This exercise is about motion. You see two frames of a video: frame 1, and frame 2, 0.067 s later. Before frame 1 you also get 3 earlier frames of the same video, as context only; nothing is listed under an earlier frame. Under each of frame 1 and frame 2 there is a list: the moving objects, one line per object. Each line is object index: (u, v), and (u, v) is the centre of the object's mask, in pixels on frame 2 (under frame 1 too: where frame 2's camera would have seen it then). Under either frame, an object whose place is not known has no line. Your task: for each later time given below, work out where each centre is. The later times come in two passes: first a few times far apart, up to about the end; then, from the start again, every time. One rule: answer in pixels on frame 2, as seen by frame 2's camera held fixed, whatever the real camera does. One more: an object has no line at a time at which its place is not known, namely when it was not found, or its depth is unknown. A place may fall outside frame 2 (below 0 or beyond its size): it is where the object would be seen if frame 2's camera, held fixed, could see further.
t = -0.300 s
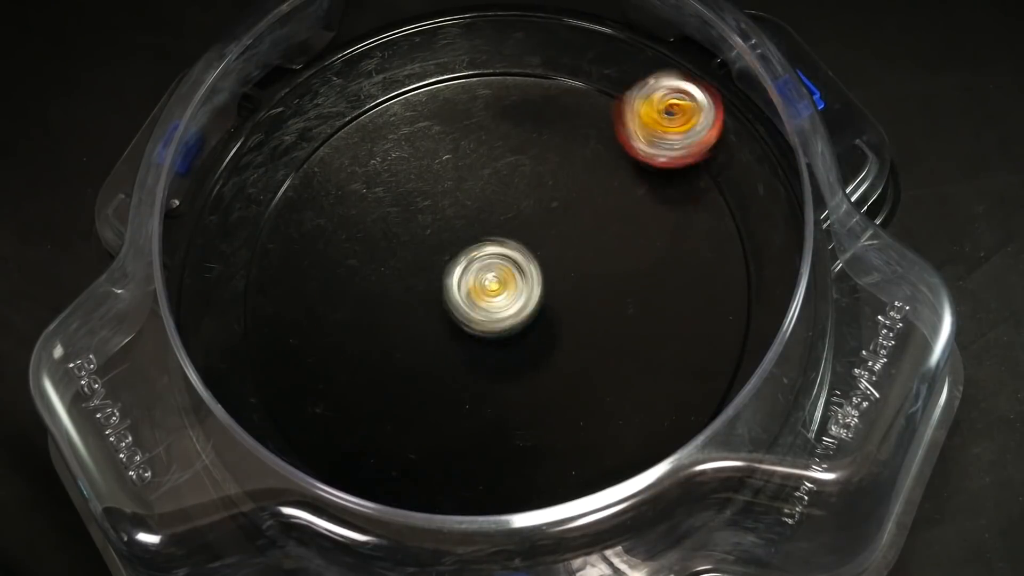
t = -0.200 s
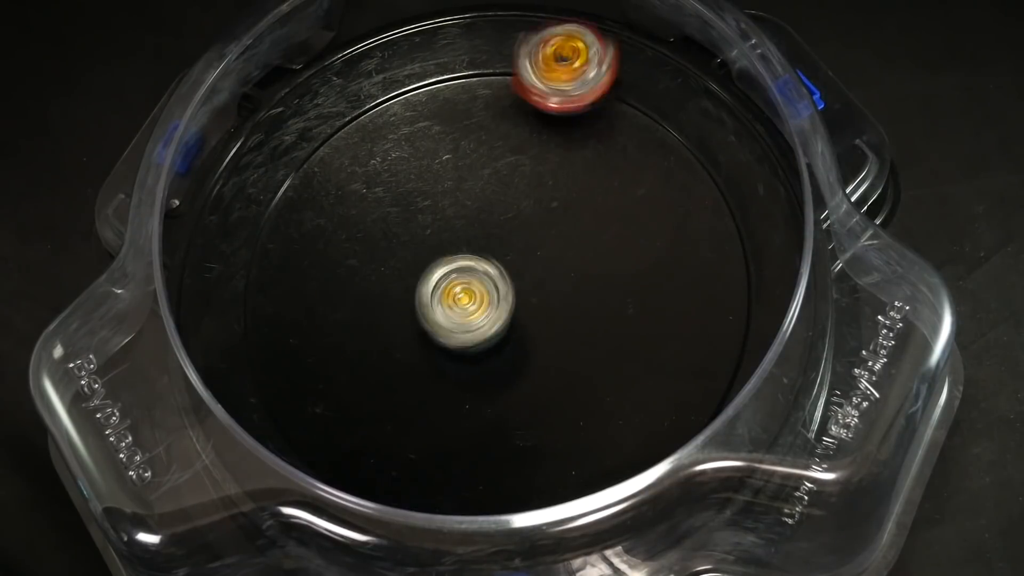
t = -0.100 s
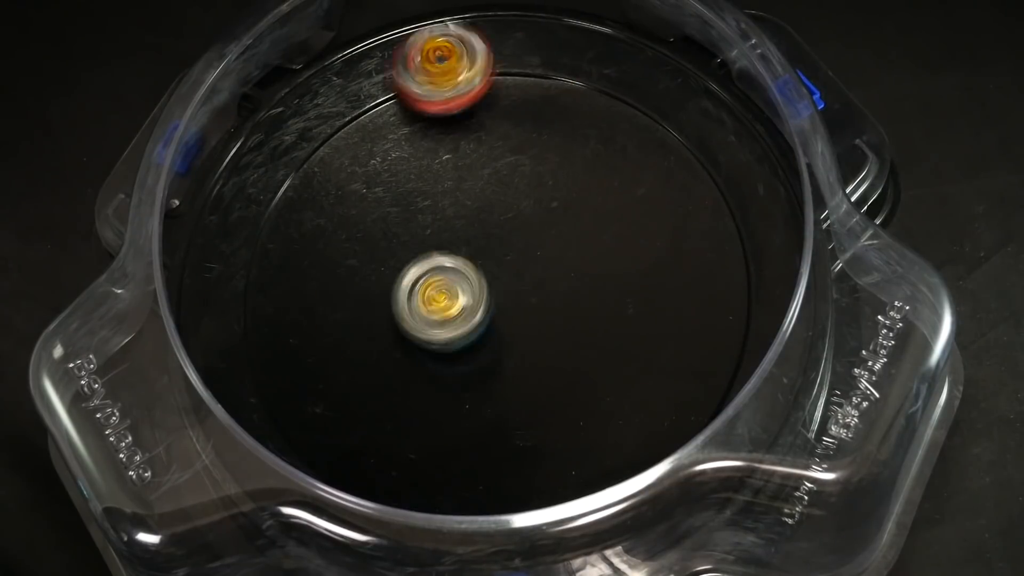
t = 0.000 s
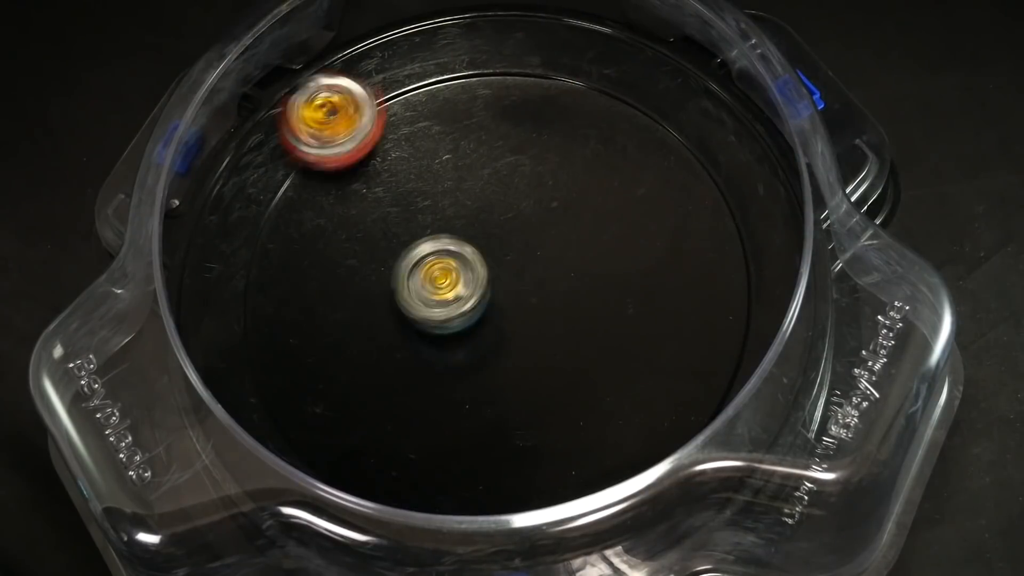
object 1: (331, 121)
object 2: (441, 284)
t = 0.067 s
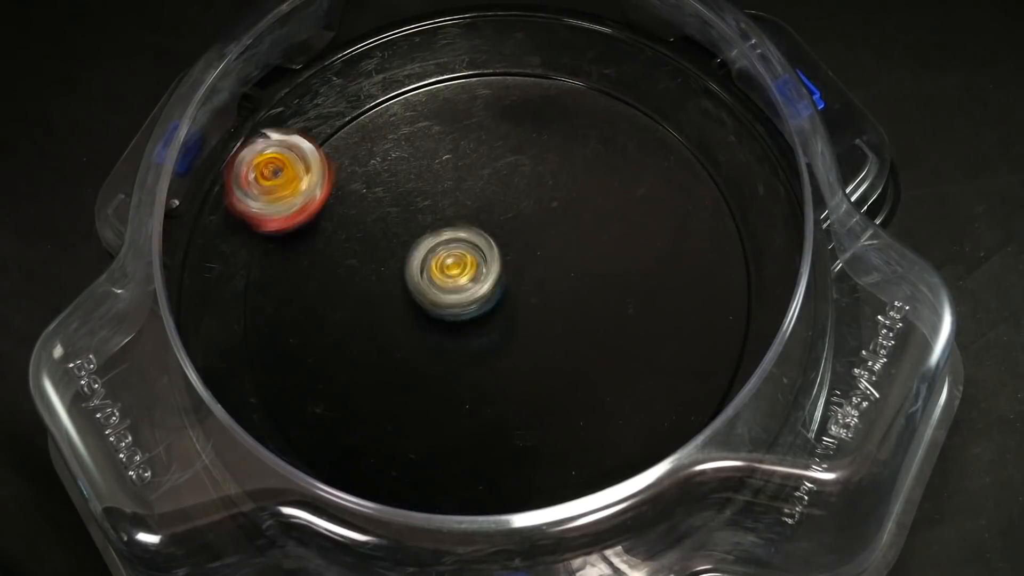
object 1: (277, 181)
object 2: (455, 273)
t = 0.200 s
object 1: (254, 333)
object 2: (491, 268)
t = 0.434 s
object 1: (485, 481)
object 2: (505, 306)
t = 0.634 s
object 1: (702, 363)
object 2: (453, 309)
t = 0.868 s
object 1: (675, 126)
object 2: (469, 259)
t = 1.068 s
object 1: (459, 66)
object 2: (511, 275)
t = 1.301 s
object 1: (261, 247)
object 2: (475, 312)
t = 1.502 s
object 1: (357, 452)
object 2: (446, 283)
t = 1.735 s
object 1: (639, 430)
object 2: (496, 257)
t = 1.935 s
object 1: (723, 230)
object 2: (514, 295)
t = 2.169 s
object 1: (549, 64)
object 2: (460, 307)
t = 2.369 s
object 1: (333, 123)
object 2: (455, 268)
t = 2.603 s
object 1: (277, 365)
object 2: (506, 271)
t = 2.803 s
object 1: (487, 476)
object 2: (497, 310)
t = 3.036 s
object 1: (713, 337)
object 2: (448, 300)
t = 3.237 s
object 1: (676, 141)
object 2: (470, 262)
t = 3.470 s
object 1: (445, 76)
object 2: (512, 283)
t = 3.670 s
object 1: (277, 205)
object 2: (479, 314)
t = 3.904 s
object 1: (337, 430)
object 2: (444, 296)
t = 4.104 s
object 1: (570, 450)
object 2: (468, 265)
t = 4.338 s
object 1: (706, 251)
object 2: (506, 275)
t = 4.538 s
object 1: (599, 99)
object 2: (495, 298)
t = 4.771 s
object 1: (363, 120)
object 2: (461, 300)
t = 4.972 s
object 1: (274, 303)
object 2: (458, 281)
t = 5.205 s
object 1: (453, 469)
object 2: (484, 268)
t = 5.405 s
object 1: (662, 388)
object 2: (501, 280)
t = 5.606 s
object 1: (684, 196)
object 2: (491, 297)
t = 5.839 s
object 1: (494, 83)
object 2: (466, 299)
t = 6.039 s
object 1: (314, 165)
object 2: (465, 282)
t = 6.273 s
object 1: (314, 383)
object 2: (484, 274)
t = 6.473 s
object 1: (519, 455)
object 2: (492, 281)
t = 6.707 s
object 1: (696, 300)
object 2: (483, 294)
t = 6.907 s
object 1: (630, 138)
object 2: (469, 295)
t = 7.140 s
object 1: (409, 115)
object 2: (468, 285)
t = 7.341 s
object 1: (286, 259)
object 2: (479, 279)
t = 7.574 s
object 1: (399, 443)
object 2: (489, 283)
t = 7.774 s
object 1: (610, 402)
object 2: (482, 291)
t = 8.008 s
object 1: (663, 199)
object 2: (472, 289)
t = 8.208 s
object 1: (523, 98)
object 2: (473, 284)
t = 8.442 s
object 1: (326, 185)
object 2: (481, 281)
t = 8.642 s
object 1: (319, 366)
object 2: (485, 285)
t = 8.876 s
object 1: (522, 448)
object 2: (476, 291)
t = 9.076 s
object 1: (665, 321)
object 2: (473, 289)
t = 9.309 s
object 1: (592, 141)
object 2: (475, 285)
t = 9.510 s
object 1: (415, 120)
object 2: (481, 282)
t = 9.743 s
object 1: (298, 279)
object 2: (485, 286)
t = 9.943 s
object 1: (413, 425)
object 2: (478, 287)
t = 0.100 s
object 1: (261, 216)
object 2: (464, 268)
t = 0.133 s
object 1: (251, 255)
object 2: (476, 265)
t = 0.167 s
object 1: (249, 293)
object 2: (485, 266)
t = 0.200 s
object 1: (254, 333)
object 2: (491, 268)
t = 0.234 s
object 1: (267, 371)
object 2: (498, 270)
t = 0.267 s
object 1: (291, 404)
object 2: (503, 274)
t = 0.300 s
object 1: (321, 432)
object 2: (506, 280)
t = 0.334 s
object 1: (355, 460)
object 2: (510, 285)
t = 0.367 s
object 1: (397, 470)
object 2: (511, 292)
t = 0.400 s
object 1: (439, 487)
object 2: (509, 300)
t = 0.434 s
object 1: (485, 481)
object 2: (505, 306)
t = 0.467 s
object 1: (528, 476)
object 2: (498, 312)
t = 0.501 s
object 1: (571, 463)
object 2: (490, 316)
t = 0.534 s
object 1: (610, 446)
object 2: (480, 317)
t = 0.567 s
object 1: (646, 423)
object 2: (470, 317)
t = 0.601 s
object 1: (679, 396)
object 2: (461, 314)
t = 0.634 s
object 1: (702, 363)
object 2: (453, 309)
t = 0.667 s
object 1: (719, 328)
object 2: (448, 303)
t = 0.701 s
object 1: (730, 291)
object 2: (444, 295)
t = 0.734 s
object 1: (732, 253)
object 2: (444, 287)
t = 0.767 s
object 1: (728, 217)
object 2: (446, 279)
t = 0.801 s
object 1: (717, 182)
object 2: (450, 271)
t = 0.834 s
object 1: (701, 152)
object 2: (459, 264)
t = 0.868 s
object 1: (675, 126)
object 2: (469, 259)
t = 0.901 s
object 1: (645, 104)
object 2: (479, 257)
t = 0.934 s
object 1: (612, 85)
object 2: (488, 257)
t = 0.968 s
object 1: (578, 71)
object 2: (496, 258)
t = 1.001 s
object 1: (539, 63)
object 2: (503, 262)
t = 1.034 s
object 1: (501, 61)
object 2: (509, 267)
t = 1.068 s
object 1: (459, 66)
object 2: (511, 275)
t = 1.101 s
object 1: (419, 78)
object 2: (512, 283)
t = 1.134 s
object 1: (382, 93)
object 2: (509, 291)
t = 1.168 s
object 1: (348, 115)
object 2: (506, 298)
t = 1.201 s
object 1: (317, 142)
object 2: (501, 304)
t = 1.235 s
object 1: (292, 174)
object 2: (494, 308)
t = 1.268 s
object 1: (273, 209)
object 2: (485, 311)
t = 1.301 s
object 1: (261, 247)
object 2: (475, 312)
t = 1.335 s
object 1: (258, 286)
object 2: (466, 311)
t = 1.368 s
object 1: (261, 325)
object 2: (458, 308)
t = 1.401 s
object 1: (274, 364)
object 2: (451, 302)
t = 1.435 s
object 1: (294, 399)
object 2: (447, 297)
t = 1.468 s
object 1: (322, 429)
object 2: (445, 290)
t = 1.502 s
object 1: (357, 452)
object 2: (446, 283)
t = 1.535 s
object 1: (396, 469)
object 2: (449, 276)
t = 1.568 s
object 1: (437, 486)
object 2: (453, 270)
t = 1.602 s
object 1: (480, 490)
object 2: (459, 264)
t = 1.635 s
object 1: (523, 477)
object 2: (467, 260)
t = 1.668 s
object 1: (565, 468)
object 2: (476, 257)
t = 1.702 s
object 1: (604, 451)
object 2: (487, 256)
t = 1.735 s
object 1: (639, 430)
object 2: (496, 257)
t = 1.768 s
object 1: (673, 406)
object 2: (504, 261)
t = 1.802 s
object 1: (697, 375)
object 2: (510, 266)
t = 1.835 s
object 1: (713, 340)
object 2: (514, 273)
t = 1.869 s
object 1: (724, 304)
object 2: (516, 280)
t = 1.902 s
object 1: (727, 266)
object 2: (516, 288)
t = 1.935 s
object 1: (723, 230)
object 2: (514, 295)
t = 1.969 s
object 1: (712, 196)
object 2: (510, 302)
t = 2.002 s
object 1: (696, 163)
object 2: (503, 307)
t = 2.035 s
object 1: (674, 136)
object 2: (495, 311)
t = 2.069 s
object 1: (647, 110)
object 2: (486, 313)
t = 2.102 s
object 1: (619, 92)
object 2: (477, 313)
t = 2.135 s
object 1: (585, 75)
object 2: (469, 311)
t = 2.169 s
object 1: (549, 64)
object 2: (460, 307)
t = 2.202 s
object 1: (512, 59)
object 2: (455, 302)
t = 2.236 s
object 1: (475, 60)
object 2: (450, 295)
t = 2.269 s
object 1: (436, 70)
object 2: (449, 288)
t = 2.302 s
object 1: (398, 83)
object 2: (449, 281)
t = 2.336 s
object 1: (364, 101)
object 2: (451, 274)
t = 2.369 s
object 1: (333, 123)
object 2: (455, 268)
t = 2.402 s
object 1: (304, 151)
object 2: (461, 263)
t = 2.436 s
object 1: (283, 181)
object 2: (469, 260)
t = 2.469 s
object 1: (267, 216)
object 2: (477, 258)
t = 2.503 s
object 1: (259, 252)
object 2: (485, 258)
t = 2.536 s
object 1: (257, 289)
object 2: (493, 261)
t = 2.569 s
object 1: (263, 328)
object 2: (500, 265)
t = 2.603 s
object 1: (277, 365)
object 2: (506, 271)
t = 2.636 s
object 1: (299, 398)
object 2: (510, 278)
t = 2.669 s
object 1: (328, 427)
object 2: (511, 285)
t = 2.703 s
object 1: (363, 449)
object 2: (511, 292)
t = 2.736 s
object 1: (402, 465)
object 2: (508, 299)
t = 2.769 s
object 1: (444, 473)
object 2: (504, 305)
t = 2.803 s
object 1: (487, 476)
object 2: (497, 310)
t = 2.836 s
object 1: (529, 470)
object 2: (490, 314)
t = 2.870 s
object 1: (569, 459)
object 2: (481, 316)
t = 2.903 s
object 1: (606, 444)
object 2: (472, 316)
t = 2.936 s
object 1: (641, 424)
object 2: (464, 315)
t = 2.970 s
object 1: (672, 398)
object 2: (457, 311)
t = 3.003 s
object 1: (696, 369)
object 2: (452, 306)
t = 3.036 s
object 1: (713, 337)
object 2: (448, 300)
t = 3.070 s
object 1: (723, 301)
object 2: (447, 293)
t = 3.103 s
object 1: (727, 266)
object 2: (447, 286)
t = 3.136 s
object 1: (723, 231)
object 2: (450, 279)
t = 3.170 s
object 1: (714, 198)
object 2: (455, 272)
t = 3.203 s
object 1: (698, 169)
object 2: (462, 267)
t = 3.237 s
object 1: (676, 141)
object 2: (470, 262)
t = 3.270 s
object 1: (652, 118)
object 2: (480, 260)
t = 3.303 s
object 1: (623, 100)
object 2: (488, 260)
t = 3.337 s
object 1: (591, 83)
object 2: (495, 262)
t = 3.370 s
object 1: (556, 75)
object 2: (501, 266)
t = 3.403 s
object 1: (519, 69)
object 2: (506, 271)
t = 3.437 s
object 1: (483, 69)
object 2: (510, 277)
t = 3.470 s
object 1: (445, 76)
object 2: (512, 283)
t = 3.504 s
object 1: (410, 86)
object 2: (511, 289)
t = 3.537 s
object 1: (376, 103)
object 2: (508, 295)
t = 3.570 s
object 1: (344, 122)
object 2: (502, 301)
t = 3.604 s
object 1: (318, 146)
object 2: (495, 306)
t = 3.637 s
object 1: (295, 174)
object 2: (487, 311)
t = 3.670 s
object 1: (277, 205)
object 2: (479, 314)
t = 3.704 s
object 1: (266, 238)
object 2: (472, 315)
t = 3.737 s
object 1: (261, 272)
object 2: (464, 315)
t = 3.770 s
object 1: (262, 307)
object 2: (458, 313)
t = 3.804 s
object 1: (270, 342)
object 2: (451, 309)
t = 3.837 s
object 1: (286, 375)
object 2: (447, 306)
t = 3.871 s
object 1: (308, 405)
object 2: (444, 301)
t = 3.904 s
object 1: (337, 430)
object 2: (444, 296)
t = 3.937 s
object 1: (371, 450)
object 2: (444, 289)
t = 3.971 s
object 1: (410, 462)
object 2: (446, 284)
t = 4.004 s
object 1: (449, 469)
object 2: (448, 279)
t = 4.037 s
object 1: (491, 470)
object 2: (454, 274)
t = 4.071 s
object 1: (532, 463)
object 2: (461, 269)
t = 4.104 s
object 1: (570, 450)
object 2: (468, 265)
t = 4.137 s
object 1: (607, 433)
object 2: (474, 264)
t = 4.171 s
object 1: (639, 410)
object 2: (481, 264)
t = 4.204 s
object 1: (665, 381)
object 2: (489, 264)
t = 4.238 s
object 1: (685, 352)
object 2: (495, 265)
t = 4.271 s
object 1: (699, 318)
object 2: (498, 267)
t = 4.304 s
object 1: (706, 284)
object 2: (502, 271)
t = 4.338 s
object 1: (706, 251)
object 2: (506, 275)
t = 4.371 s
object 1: (701, 217)
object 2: (508, 279)
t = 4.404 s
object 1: (690, 187)
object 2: (508, 284)
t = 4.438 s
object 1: (673, 160)
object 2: (506, 288)
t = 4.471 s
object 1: (652, 135)
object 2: (504, 292)
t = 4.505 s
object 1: (628, 114)
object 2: (501, 295)
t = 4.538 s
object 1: (599, 99)
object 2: (495, 298)
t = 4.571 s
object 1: (568, 86)
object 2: (489, 302)
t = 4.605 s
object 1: (534, 78)
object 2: (484, 304)
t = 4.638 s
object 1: (500, 76)
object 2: (480, 305)
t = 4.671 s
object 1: (464, 77)
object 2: (475, 304)
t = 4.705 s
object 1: (428, 87)
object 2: (469, 303)
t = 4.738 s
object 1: (393, 102)
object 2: (465, 302)
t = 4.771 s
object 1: (363, 120)
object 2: (461, 300)
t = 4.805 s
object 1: (335, 142)
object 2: (457, 298)
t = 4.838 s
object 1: (312, 169)
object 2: (455, 296)
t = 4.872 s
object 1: (294, 200)
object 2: (455, 291)
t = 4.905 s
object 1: (280, 233)
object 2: (455, 287)
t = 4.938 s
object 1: (274, 267)
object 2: (455, 284)
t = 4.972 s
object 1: (274, 303)
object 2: (458, 281)
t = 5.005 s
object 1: (282, 338)
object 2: (460, 277)
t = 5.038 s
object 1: (296, 371)
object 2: (461, 275)
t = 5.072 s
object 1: (317, 402)
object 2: (466, 272)
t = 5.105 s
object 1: (344, 428)
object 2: (471, 269)
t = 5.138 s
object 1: (377, 449)
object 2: (474, 269)
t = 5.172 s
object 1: (414, 462)
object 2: (480, 269)
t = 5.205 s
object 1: (453, 469)
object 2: (484, 268)
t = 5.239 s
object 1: (492, 470)
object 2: (486, 269)
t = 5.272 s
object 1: (531, 464)
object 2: (492, 271)
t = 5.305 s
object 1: (569, 452)
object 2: (496, 272)
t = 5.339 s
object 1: (604, 437)
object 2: (497, 275)
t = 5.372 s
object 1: (635, 415)
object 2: (500, 278)
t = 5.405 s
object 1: (662, 388)
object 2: (501, 280)
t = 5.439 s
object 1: (681, 358)
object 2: (499, 284)
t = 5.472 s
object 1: (694, 326)
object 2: (500, 287)
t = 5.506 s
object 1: (701, 292)
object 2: (499, 290)
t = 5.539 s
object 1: (701, 259)
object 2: (497, 293)
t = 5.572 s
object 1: (695, 226)
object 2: (495, 295)
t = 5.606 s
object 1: (684, 196)
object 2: (491, 297)
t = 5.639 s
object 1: (667, 170)
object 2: (486, 300)
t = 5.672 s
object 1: (645, 144)
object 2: (484, 302)
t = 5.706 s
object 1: (619, 122)
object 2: (481, 301)
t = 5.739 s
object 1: (591, 107)
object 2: (476, 301)
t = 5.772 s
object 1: (561, 95)
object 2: (473, 300)
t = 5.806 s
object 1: (526, 86)
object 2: (469, 299)
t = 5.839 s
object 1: (494, 83)
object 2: (466, 299)
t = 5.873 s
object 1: (459, 85)
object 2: (465, 295)
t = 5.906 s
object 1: (424, 91)
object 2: (463, 293)
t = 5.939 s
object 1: (392, 104)
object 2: (464, 291)
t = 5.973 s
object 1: (362, 121)
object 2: (462, 288)
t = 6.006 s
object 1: (335, 140)
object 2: (463, 287)
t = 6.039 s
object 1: (314, 165)
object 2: (465, 282)
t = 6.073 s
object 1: (295, 193)
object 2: (466, 280)
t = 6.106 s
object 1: (282, 223)
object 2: (470, 280)
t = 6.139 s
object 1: (276, 256)
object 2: (471, 277)
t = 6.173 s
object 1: (275, 288)
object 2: (474, 276)
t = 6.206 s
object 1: (281, 322)
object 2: (479, 274)
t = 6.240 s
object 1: (295, 354)
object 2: (480, 275)
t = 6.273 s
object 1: (314, 383)
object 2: (484, 274)
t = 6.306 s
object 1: (339, 409)
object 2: (484, 274)
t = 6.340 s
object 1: (370, 431)
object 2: (488, 275)
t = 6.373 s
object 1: (405, 447)
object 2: (491, 276)
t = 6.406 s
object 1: (442, 457)
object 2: (492, 278)
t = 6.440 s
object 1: (482, 459)
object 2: (494, 279)
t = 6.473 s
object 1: (519, 455)
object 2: (492, 281)
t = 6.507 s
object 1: (557, 446)
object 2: (494, 283)
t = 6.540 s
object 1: (592, 430)
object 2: (493, 286)
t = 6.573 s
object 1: (623, 411)
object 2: (492, 288)
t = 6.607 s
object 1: (650, 388)
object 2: (489, 288)
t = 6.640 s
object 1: (671, 360)
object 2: (486, 292)
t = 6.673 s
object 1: (686, 331)
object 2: (486, 293)
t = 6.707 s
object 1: (696, 300)
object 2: (483, 294)
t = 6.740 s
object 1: (698, 268)
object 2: (480, 295)
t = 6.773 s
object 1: (695, 238)
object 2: (476, 297)
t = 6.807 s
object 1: (686, 209)
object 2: (474, 298)
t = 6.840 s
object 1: (671, 182)
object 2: (473, 296)
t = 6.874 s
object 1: (653, 158)
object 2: (471, 296)
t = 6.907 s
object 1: (630, 138)
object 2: (469, 295)
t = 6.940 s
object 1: (603, 122)
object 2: (467, 296)
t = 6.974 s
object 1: (574, 109)
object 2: (467, 292)
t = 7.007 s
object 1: (542, 100)
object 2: (467, 292)
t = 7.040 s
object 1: (510, 97)
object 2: (468, 289)
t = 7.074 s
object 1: (476, 99)
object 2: (467, 290)
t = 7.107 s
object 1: (441, 104)
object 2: (468, 285)
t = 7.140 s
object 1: (409, 115)
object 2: (468, 285)
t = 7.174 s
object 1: (378, 132)
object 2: (472, 283)
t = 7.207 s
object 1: (350, 151)
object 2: (471, 283)
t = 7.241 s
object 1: (328, 174)
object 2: (476, 279)
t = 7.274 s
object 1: (308, 200)
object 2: (476, 280)
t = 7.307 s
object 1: (293, 229)
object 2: (479, 279)
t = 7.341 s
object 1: (286, 259)
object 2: (479, 279)
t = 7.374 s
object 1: (283, 291)
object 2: (484, 278)
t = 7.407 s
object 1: (287, 322)
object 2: (484, 280)
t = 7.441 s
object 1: (298, 353)
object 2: (486, 279)
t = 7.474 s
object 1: (315, 381)
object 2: (486, 281)
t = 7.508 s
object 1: (338, 406)
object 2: (490, 282)
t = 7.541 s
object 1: (366, 427)
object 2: (489, 284)
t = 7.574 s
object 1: (399, 443)
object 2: (489, 283)
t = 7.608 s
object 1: (436, 453)
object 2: (487, 285)
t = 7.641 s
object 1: (473, 454)
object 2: (489, 287)
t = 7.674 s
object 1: (510, 449)
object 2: (487, 288)
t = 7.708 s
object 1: (546, 438)
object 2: (484, 288)
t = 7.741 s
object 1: (580, 422)
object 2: (482, 291)
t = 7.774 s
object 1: (610, 402)
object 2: (482, 291)
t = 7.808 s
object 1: (635, 377)
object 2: (480, 290)
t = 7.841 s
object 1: (654, 349)
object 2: (477, 291)
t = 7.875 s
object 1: (669, 319)
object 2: (475, 293)
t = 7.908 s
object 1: (676, 287)
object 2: (474, 291)
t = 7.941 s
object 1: (678, 257)
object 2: (474, 291)
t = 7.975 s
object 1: (674, 227)
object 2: (472, 291)
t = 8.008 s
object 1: (663, 199)
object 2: (472, 289)
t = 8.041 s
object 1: (649, 173)
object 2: (471, 288)
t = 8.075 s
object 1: (629, 150)
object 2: (472, 287)
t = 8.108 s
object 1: (608, 131)
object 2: (472, 287)
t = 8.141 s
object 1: (582, 116)
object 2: (472, 284)
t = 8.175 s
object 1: (554, 106)
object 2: (474, 285)
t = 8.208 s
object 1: (523, 98)
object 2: (473, 284)
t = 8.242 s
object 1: (491, 96)
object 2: (476, 281)
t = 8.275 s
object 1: (460, 99)
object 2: (476, 282)
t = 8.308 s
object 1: (428, 108)
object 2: (478, 281)
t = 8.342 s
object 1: (397, 120)
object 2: (479, 281)
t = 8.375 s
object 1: (371, 138)
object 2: (480, 280)
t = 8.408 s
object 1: (346, 159)
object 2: (482, 281)
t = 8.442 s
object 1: (326, 185)
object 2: (481, 281)
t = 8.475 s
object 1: (312, 213)
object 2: (485, 281)
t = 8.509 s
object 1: (301, 243)
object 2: (486, 283)
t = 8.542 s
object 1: (297, 274)
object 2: (483, 282)
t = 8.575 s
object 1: (297, 306)
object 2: (487, 284)
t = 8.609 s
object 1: (305, 336)
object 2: (486, 286)
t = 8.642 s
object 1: (319, 366)
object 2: (485, 285)
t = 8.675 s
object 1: (337, 392)
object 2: (484, 287)
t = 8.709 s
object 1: (361, 415)
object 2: (485, 287)
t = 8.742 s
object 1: (389, 432)
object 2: (484, 288)
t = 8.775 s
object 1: (420, 446)
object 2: (480, 290)
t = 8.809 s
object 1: (454, 453)
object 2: (481, 291)
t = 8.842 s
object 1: (488, 453)
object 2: (479, 290)
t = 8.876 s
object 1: (522, 448)
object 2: (476, 291)
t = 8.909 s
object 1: (556, 437)
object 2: (477, 292)
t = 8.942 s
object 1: (586, 422)
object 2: (475, 291)
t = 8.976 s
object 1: (615, 401)
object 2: (474, 291)
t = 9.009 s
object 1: (636, 377)
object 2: (473, 292)
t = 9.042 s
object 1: (654, 350)
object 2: (472, 289)
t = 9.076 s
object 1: (665, 321)
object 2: (473, 289)
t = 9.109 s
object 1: (670, 291)
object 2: (472, 290)
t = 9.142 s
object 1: (670, 261)
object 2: (471, 287)
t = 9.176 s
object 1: (663, 231)
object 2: (473, 287)
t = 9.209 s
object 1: (652, 204)
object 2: (473, 287)
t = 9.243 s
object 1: (635, 179)
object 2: (473, 284)
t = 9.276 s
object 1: (615, 158)
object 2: (476, 285)
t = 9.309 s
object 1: (592, 141)
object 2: (475, 285)
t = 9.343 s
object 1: (565, 127)
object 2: (476, 282)
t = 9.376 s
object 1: (536, 116)
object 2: (479, 283)
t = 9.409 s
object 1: (506, 110)
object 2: (478, 283)
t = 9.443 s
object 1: (477, 109)
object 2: (480, 281)
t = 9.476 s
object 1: (446, 113)
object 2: (482, 282)
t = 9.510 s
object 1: (415, 120)
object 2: (481, 282)
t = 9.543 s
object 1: (387, 132)
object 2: (483, 283)
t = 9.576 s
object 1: (361, 148)
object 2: (485, 283)
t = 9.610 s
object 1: (338, 169)
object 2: (484, 284)
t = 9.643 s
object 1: (321, 193)
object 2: (485, 285)
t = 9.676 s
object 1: (308, 220)
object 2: (486, 284)
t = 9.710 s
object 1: (300, 248)
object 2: (484, 286)
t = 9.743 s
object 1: (298, 279)
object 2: (485, 286)
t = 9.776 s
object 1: (303, 309)
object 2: (484, 286)
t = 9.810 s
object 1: (314, 339)
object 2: (482, 289)
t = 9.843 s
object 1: (331, 367)
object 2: (482, 287)
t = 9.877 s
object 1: (354, 390)
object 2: (481, 287)
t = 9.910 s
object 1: (382, 410)
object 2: (479, 290)
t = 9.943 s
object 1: (413, 425)
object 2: (478, 287)
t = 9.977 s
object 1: (447, 433)
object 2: (478, 288)
